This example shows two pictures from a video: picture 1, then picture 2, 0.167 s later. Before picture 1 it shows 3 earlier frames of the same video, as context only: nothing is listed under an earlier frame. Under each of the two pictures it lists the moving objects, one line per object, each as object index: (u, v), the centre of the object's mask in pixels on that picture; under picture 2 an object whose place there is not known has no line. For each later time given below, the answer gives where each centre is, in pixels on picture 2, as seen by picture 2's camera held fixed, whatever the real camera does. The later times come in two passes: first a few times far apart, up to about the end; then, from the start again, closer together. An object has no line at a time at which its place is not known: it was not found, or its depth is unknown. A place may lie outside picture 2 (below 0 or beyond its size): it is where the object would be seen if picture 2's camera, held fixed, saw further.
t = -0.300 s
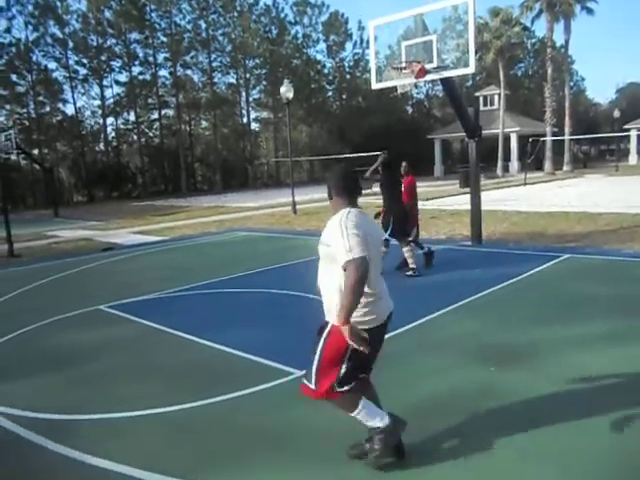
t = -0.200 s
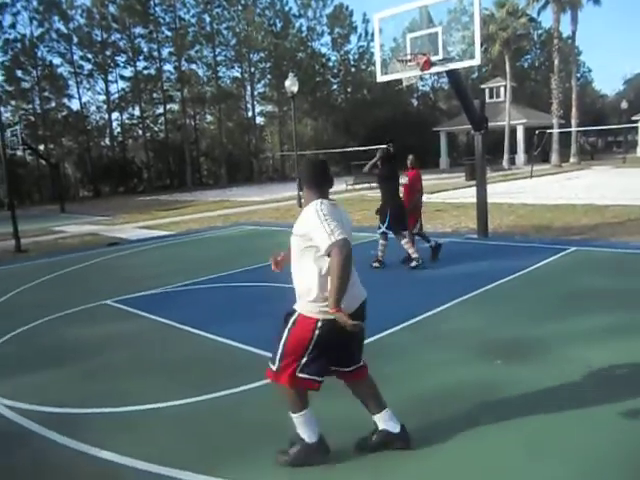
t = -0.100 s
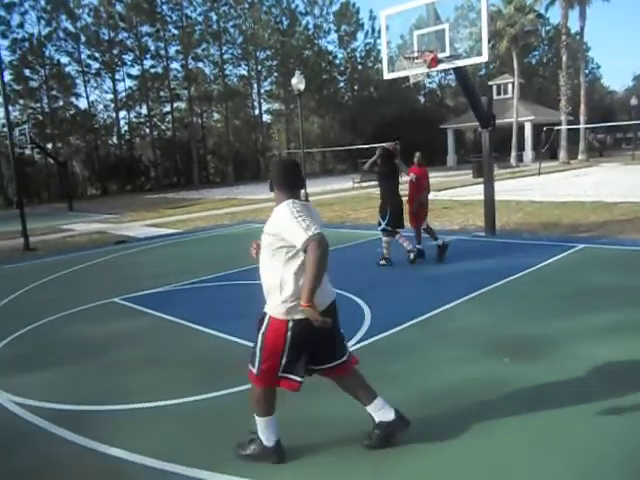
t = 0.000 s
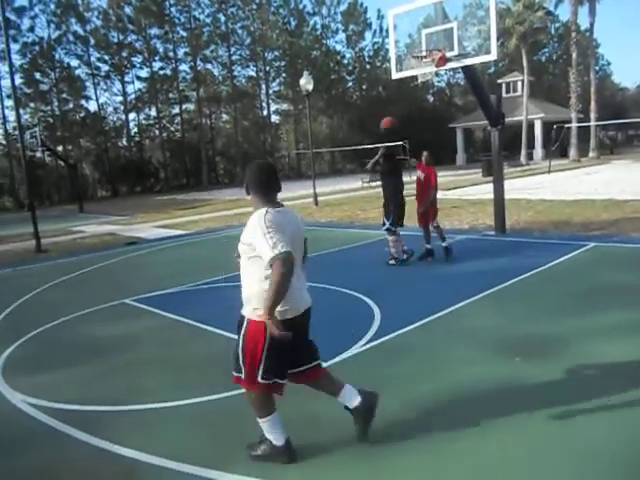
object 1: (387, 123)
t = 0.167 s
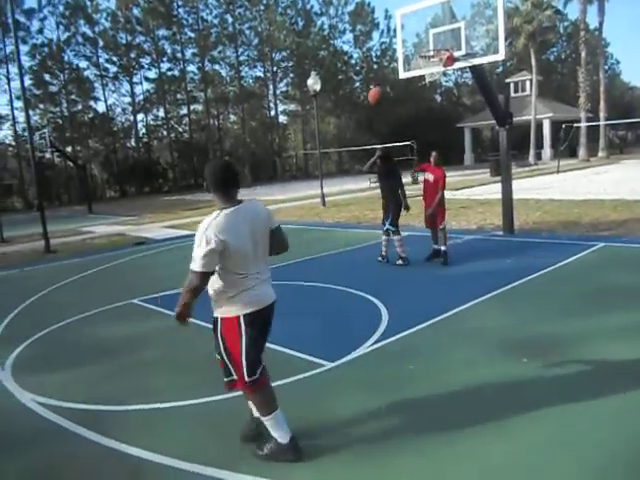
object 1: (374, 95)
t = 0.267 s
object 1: (362, 86)
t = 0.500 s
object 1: (331, 95)
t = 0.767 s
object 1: (286, 177)
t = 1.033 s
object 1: (241, 335)
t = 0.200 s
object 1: (371, 91)
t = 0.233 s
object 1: (367, 88)
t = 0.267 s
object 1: (362, 86)
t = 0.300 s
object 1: (359, 85)
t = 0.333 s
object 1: (353, 83)
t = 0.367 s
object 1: (350, 84)
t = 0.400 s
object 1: (345, 84)
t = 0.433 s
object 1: (342, 87)
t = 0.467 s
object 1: (336, 91)
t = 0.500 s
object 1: (331, 95)
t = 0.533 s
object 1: (325, 101)
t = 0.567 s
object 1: (320, 107)
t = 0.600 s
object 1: (315, 116)
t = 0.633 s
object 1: (309, 125)
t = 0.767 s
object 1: (286, 177)
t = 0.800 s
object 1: (281, 193)
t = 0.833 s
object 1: (275, 212)
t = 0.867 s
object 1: (270, 234)
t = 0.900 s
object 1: (264, 256)
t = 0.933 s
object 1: (259, 281)
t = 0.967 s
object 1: (253, 308)
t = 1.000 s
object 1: (248, 336)
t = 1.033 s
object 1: (241, 335)
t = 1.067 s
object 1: (233, 317)
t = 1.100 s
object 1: (226, 302)
